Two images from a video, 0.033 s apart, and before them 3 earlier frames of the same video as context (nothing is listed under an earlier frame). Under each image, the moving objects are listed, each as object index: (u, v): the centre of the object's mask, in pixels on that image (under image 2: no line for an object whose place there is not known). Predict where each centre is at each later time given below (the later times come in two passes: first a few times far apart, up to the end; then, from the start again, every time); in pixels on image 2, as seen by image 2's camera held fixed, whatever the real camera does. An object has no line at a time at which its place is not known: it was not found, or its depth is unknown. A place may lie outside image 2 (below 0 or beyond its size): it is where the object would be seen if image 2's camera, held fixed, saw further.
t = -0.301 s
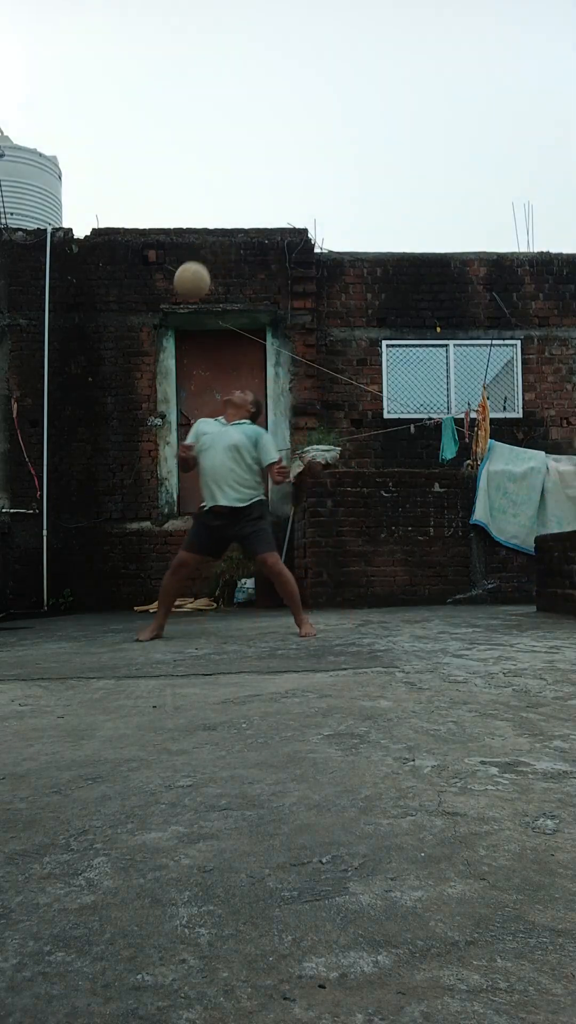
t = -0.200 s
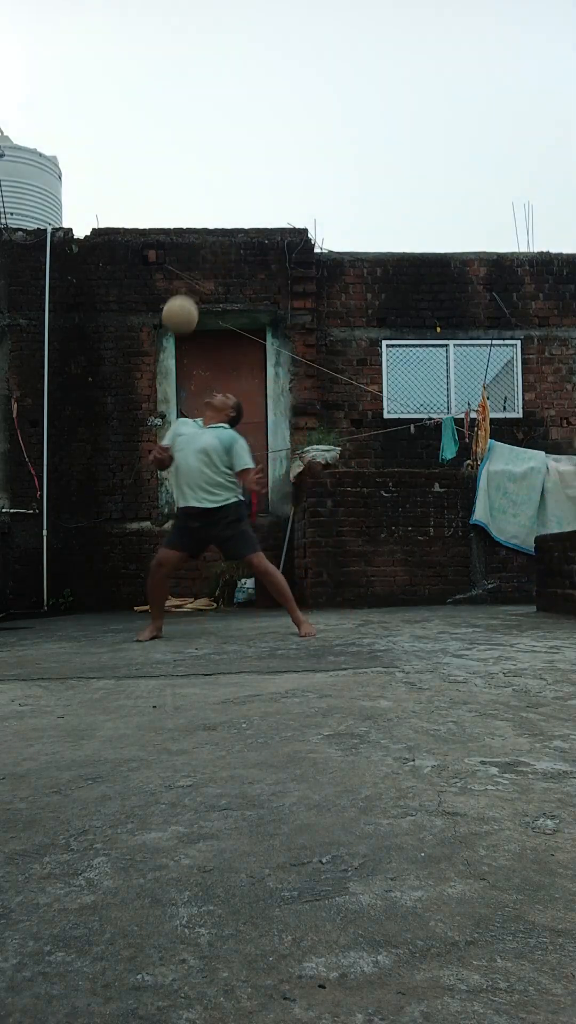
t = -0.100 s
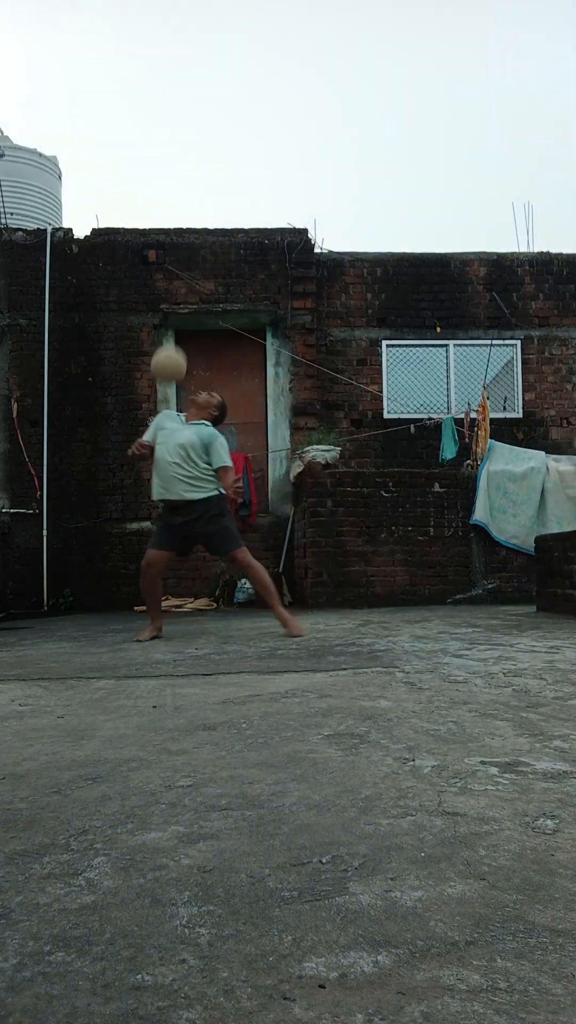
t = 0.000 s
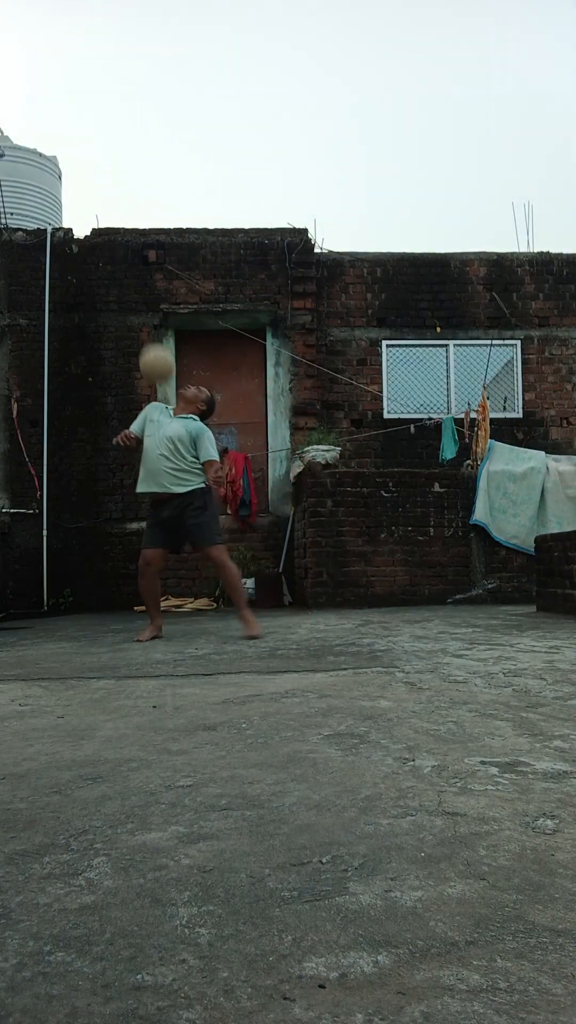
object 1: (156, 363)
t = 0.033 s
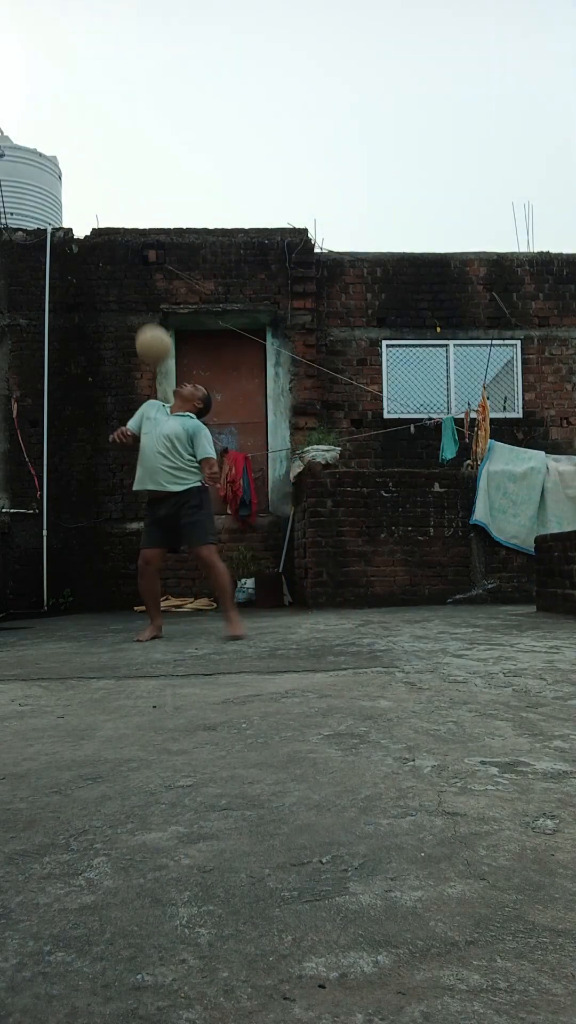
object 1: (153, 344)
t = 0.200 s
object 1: (136, 276)
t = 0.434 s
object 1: (112, 250)
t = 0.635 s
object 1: (92, 297)
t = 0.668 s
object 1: (89, 312)
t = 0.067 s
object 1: (150, 328)
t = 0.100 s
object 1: (146, 312)
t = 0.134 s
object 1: (143, 297)
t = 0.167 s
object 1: (140, 287)
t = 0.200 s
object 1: (136, 276)
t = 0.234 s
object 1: (132, 267)
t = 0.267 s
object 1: (129, 260)
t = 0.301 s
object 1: (125, 254)
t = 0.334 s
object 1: (122, 250)
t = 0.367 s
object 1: (119, 249)
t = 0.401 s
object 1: (116, 249)
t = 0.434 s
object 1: (112, 250)
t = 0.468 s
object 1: (109, 254)
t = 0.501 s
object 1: (105, 259)
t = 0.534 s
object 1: (102, 265)
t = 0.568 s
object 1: (99, 274)
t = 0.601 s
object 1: (95, 285)
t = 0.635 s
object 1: (92, 297)
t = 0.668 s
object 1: (89, 312)
